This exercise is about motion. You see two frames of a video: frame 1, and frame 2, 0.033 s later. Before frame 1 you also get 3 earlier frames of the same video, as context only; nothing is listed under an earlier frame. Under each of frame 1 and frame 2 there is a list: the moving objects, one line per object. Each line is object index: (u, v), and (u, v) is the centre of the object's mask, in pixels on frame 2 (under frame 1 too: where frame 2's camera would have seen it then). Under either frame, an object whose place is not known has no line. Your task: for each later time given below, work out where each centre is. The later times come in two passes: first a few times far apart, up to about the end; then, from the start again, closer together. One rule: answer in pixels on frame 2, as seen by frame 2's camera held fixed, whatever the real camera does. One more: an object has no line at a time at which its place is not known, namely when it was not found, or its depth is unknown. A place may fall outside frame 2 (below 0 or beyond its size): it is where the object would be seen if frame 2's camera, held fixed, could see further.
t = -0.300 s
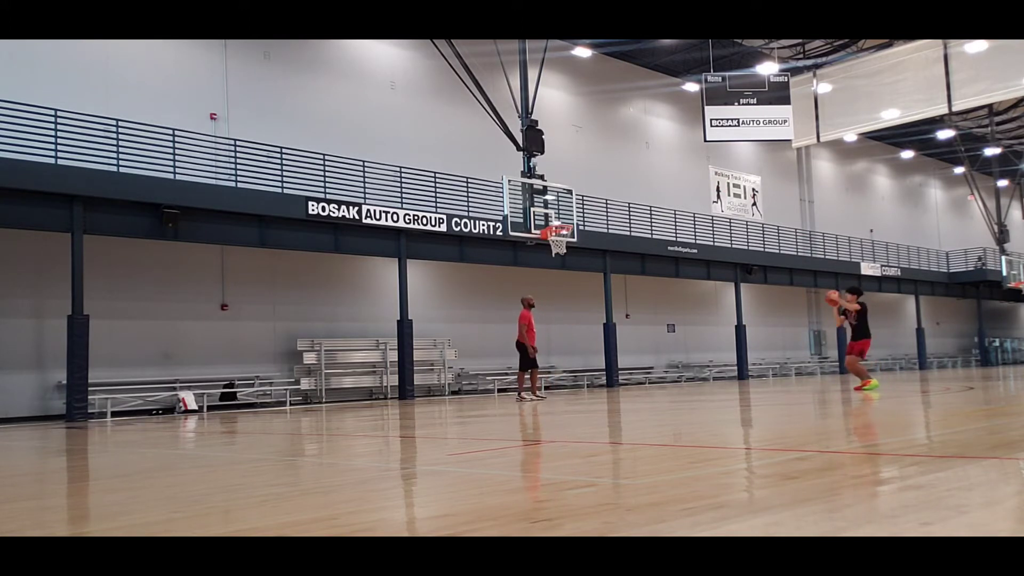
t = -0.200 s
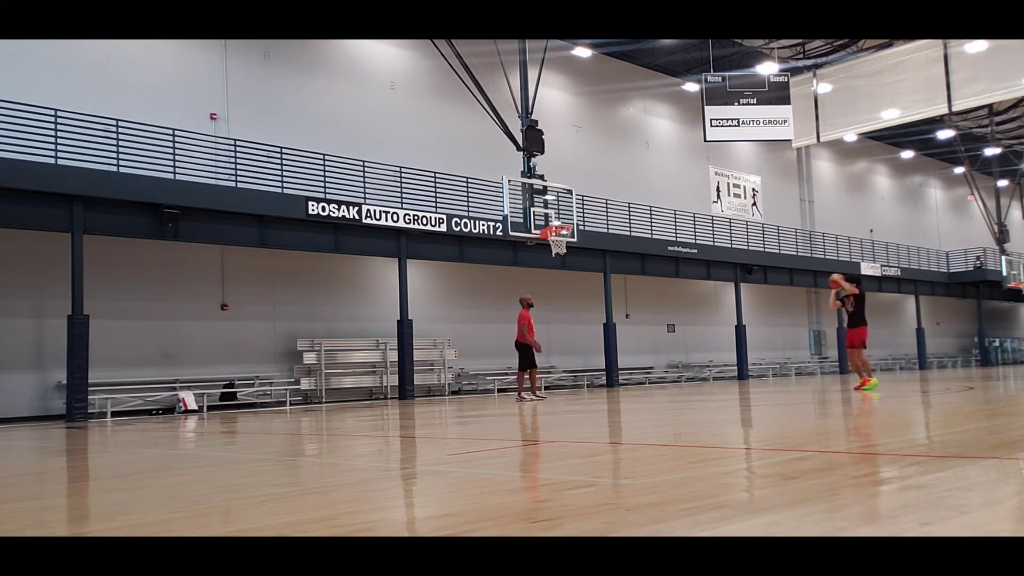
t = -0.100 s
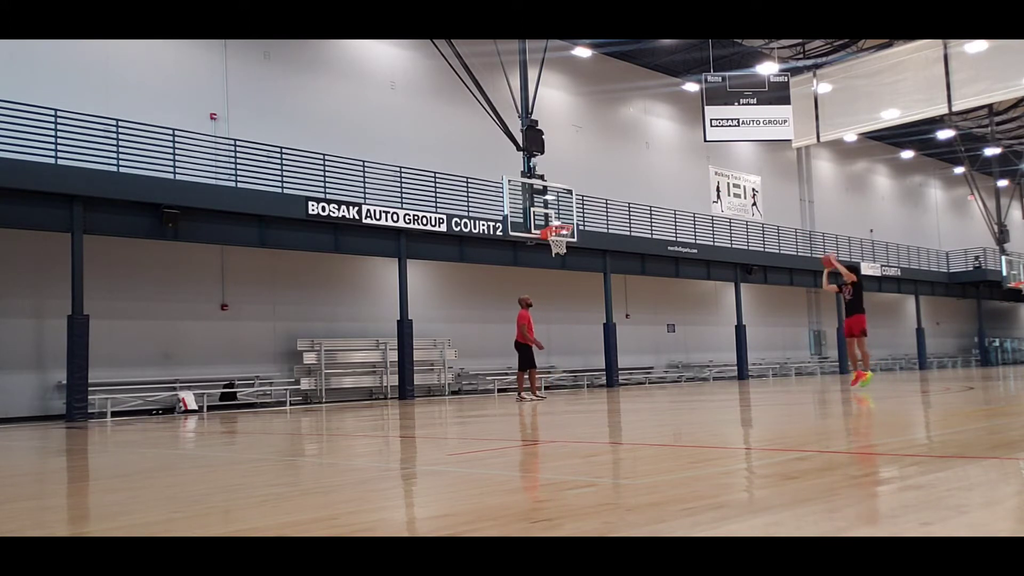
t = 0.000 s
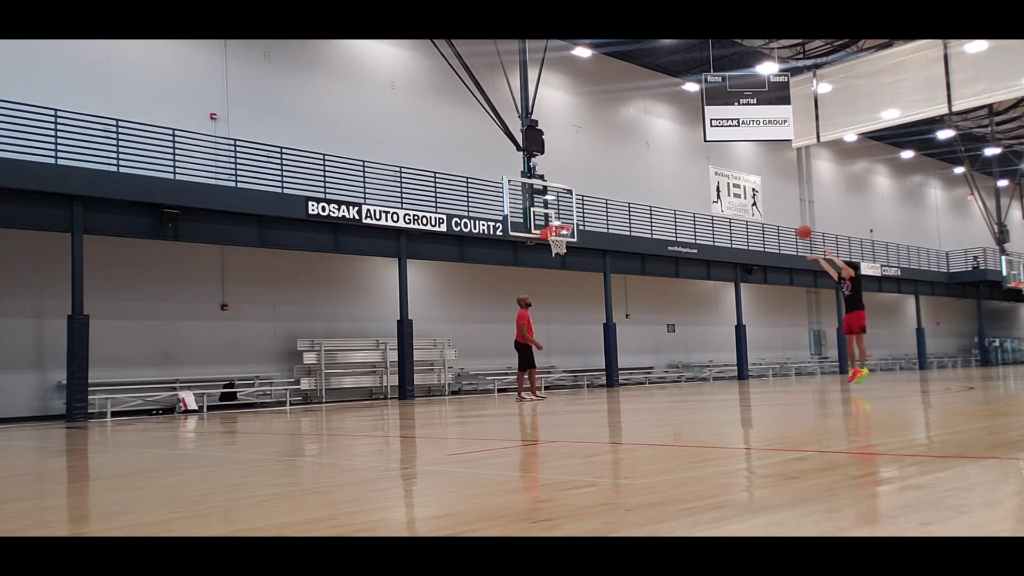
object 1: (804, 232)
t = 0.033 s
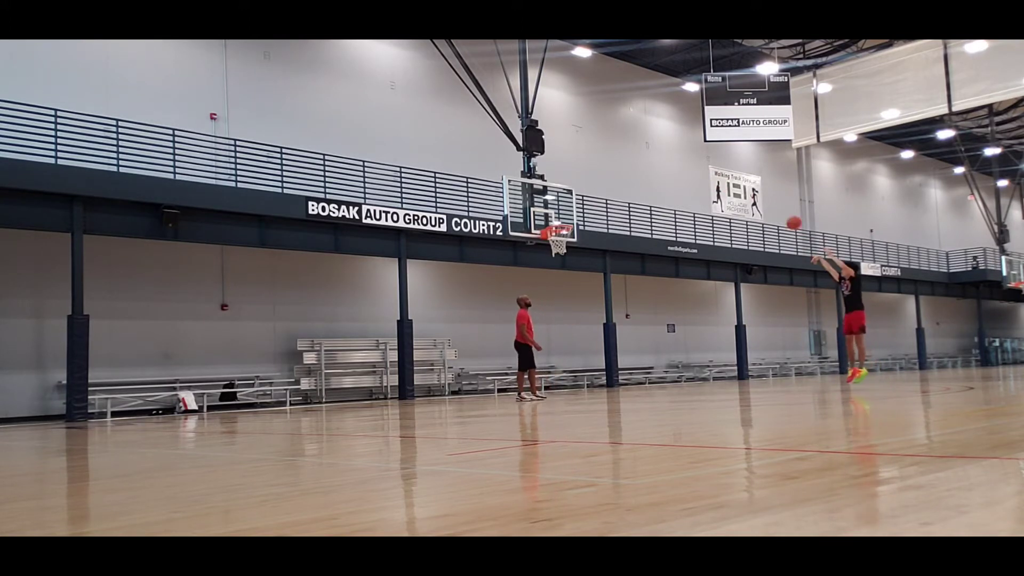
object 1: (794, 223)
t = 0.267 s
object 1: (726, 178)
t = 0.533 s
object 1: (657, 167)
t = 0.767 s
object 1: (602, 189)
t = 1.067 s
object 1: (546, 244)
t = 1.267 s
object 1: (541, 260)
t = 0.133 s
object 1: (765, 200)
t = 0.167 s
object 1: (755, 193)
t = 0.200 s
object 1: (745, 187)
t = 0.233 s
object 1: (736, 183)
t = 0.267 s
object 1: (726, 178)
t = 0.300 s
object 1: (717, 175)
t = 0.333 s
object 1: (708, 172)
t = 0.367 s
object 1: (700, 169)
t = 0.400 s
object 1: (691, 168)
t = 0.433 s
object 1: (682, 166)
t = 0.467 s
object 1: (674, 166)
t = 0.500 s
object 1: (665, 166)
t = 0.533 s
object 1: (657, 167)
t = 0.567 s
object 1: (649, 168)
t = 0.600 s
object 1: (641, 170)
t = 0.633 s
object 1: (633, 173)
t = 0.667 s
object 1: (625, 176)
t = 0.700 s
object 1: (617, 179)
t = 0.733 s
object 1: (609, 184)
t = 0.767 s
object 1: (602, 189)
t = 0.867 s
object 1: (580, 207)
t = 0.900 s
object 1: (572, 214)
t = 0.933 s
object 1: (565, 220)
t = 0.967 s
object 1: (559, 228)
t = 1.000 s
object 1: (553, 237)
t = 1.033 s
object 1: (547, 244)
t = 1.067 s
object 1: (546, 244)
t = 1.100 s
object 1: (545, 244)
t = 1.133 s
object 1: (544, 245)
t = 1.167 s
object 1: (544, 249)
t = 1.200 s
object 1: (543, 252)
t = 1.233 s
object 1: (542, 256)
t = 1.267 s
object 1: (541, 260)
